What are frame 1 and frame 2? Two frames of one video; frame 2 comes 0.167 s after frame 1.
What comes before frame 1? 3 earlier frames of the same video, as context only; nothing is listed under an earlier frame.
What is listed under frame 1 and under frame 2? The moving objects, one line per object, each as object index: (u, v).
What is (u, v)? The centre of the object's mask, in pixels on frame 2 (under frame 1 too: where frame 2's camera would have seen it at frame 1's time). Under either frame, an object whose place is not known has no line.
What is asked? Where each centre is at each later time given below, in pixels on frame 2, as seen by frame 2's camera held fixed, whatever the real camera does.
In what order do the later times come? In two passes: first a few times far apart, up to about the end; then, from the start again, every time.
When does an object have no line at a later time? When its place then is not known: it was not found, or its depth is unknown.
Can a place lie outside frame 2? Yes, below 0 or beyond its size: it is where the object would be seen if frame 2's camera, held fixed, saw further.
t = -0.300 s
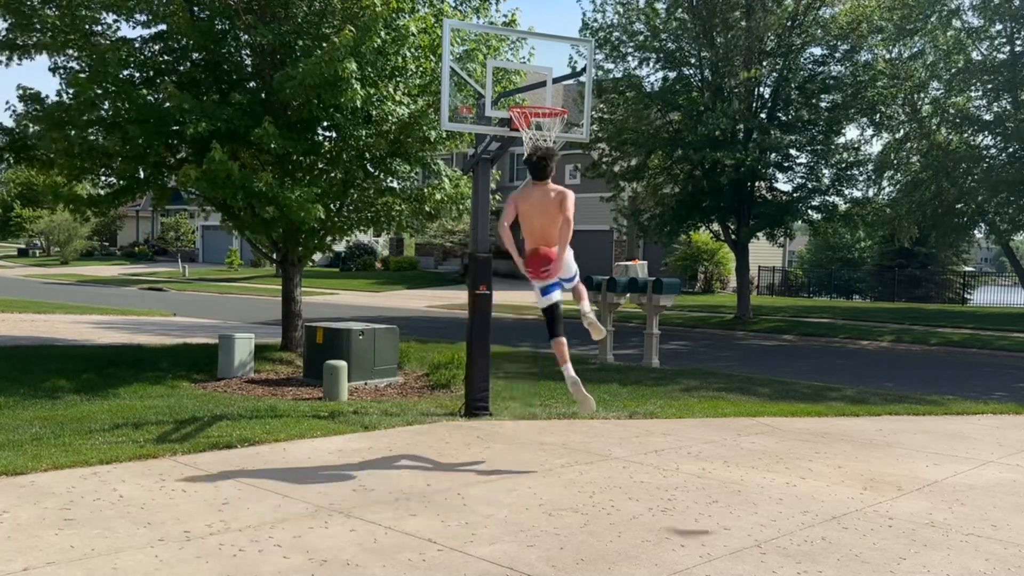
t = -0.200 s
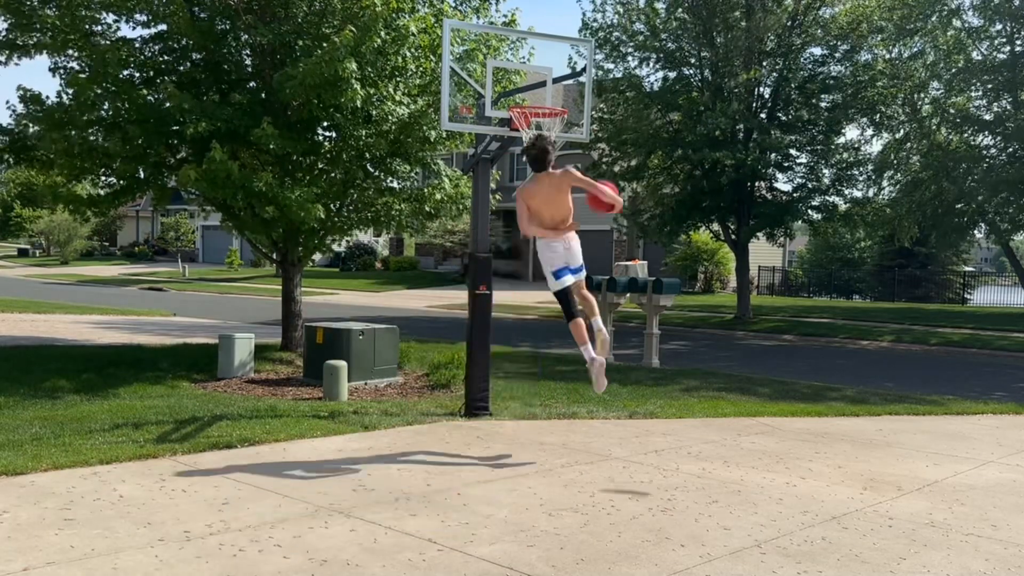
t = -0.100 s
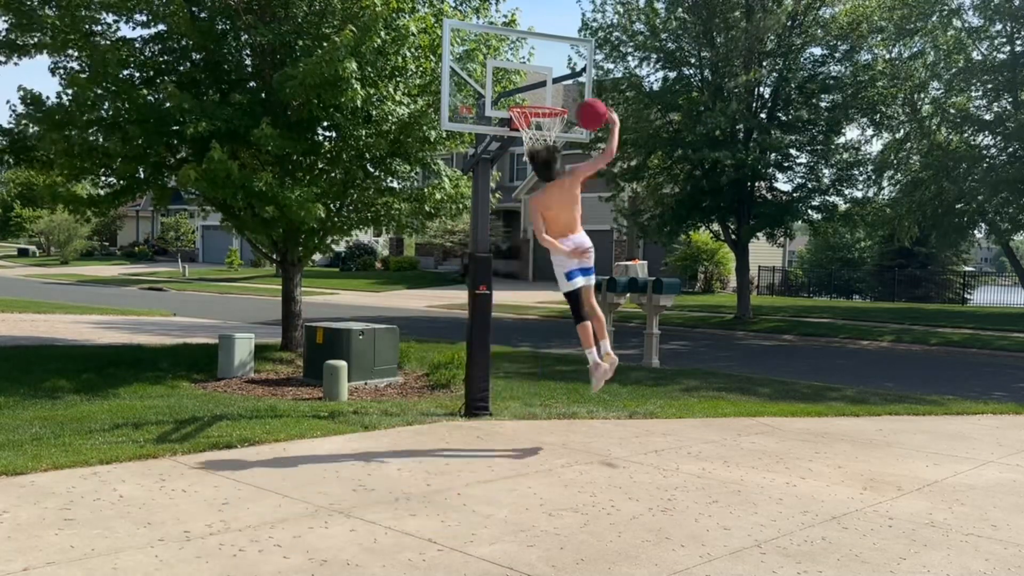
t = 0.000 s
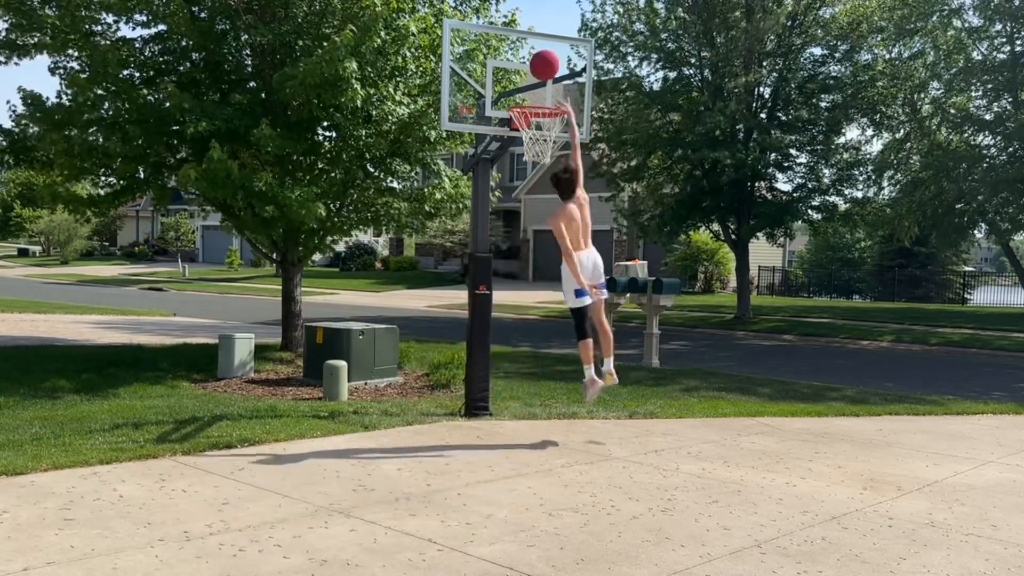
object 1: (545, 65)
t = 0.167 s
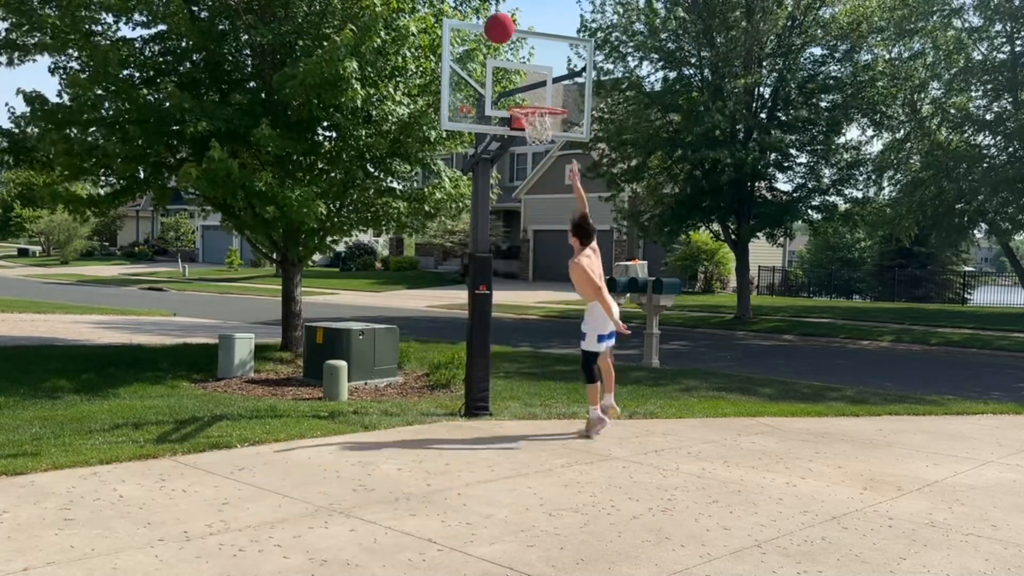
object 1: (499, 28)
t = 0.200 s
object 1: (498, 26)
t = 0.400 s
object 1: (492, 45)
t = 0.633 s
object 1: (481, 156)
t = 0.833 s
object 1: (469, 360)
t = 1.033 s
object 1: (468, 431)
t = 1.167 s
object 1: (482, 300)
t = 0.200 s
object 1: (498, 26)
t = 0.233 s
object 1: (498, 25)
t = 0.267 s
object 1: (497, 26)
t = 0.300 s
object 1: (496, 28)
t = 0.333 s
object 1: (495, 32)
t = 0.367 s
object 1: (493, 38)
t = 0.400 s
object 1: (492, 45)
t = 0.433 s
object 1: (491, 54)
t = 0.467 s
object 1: (490, 65)
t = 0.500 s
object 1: (488, 78)
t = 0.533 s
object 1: (487, 95)
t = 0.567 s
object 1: (485, 112)
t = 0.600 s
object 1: (483, 133)
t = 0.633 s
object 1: (481, 156)
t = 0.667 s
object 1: (480, 182)
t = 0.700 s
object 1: (478, 211)
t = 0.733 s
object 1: (476, 243)
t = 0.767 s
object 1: (473, 278)
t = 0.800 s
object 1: (471, 317)
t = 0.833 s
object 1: (469, 360)
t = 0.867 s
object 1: (466, 406)
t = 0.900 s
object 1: (463, 458)
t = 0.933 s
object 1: (459, 515)
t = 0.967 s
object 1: (461, 505)
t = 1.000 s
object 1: (464, 467)
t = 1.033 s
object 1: (468, 431)
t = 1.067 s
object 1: (472, 397)
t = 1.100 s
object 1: (475, 363)
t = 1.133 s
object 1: (478, 331)
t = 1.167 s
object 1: (482, 300)
